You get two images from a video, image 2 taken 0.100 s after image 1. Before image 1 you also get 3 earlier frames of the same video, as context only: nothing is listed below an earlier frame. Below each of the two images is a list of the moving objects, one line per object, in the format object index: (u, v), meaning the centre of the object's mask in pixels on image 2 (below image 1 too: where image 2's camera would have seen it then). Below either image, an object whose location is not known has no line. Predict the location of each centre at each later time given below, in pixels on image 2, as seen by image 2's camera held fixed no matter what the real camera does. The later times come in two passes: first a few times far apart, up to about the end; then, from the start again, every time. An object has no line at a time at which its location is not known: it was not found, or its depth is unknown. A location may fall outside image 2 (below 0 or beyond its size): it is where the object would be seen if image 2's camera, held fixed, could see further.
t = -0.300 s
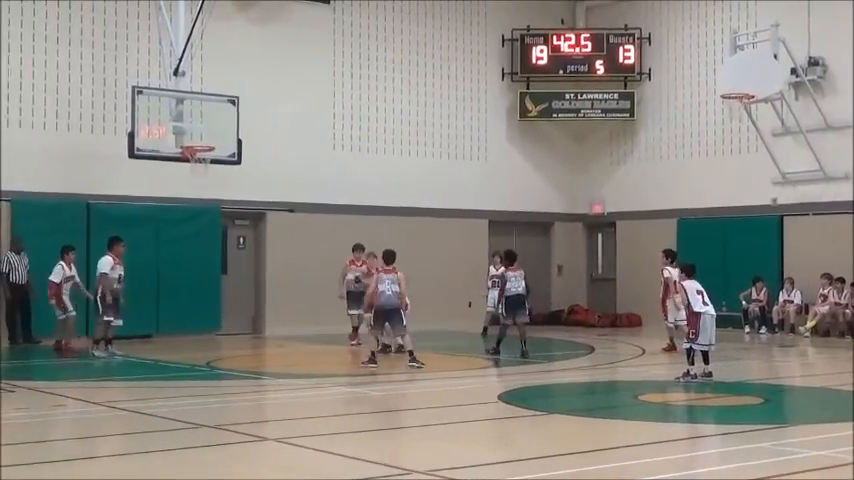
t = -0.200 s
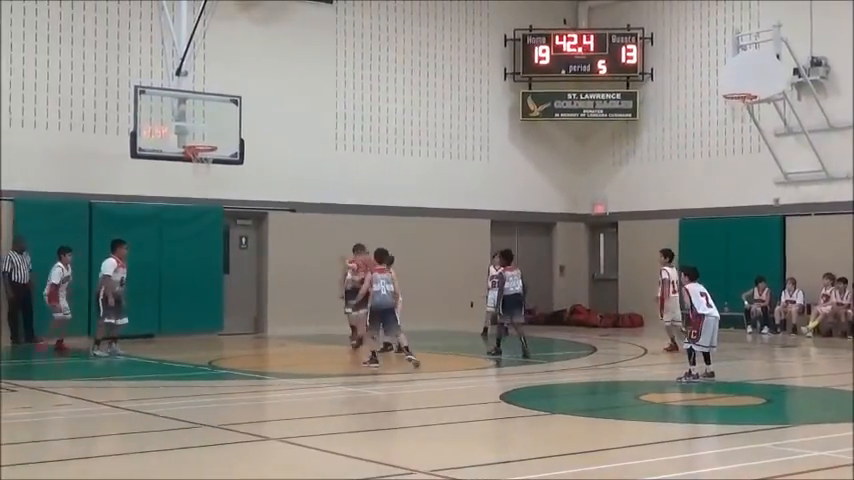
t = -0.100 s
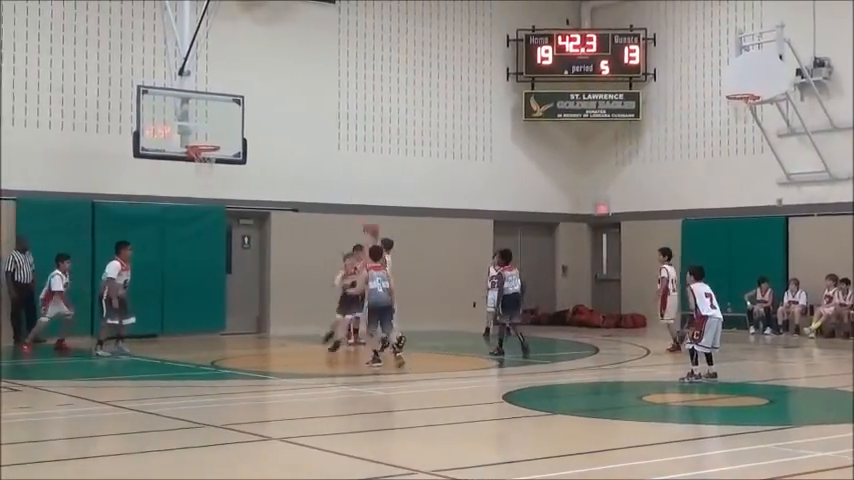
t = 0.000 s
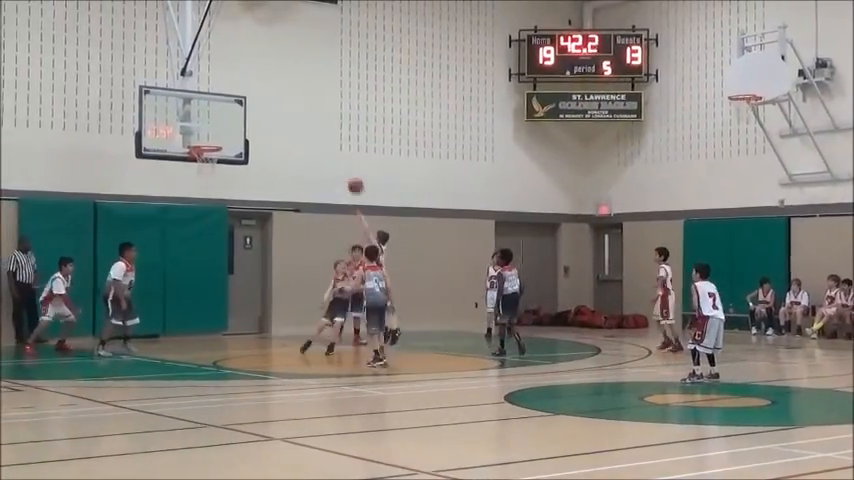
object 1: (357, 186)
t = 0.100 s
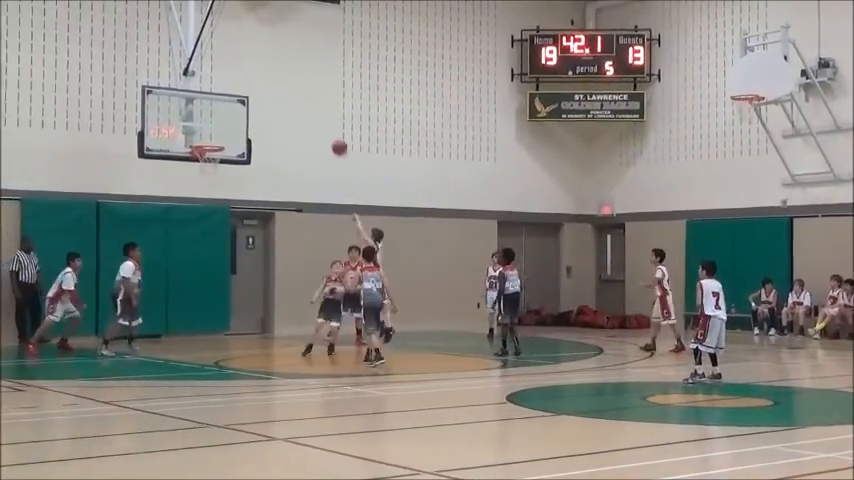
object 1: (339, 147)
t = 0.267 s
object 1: (309, 102)
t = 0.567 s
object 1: (258, 71)
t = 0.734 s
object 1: (232, 80)
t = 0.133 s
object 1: (333, 136)
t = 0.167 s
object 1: (327, 126)
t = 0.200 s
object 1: (321, 117)
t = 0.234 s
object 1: (315, 109)
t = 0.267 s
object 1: (309, 102)
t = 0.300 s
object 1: (303, 96)
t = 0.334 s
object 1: (297, 90)
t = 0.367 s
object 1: (292, 85)
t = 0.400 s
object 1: (286, 80)
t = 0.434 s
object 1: (280, 77)
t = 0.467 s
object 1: (275, 74)
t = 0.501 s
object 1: (269, 73)
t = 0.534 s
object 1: (264, 71)
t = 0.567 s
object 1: (258, 71)
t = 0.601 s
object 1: (253, 71)
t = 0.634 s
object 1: (248, 72)
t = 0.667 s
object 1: (242, 74)
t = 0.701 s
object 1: (237, 77)
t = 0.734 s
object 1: (232, 80)
